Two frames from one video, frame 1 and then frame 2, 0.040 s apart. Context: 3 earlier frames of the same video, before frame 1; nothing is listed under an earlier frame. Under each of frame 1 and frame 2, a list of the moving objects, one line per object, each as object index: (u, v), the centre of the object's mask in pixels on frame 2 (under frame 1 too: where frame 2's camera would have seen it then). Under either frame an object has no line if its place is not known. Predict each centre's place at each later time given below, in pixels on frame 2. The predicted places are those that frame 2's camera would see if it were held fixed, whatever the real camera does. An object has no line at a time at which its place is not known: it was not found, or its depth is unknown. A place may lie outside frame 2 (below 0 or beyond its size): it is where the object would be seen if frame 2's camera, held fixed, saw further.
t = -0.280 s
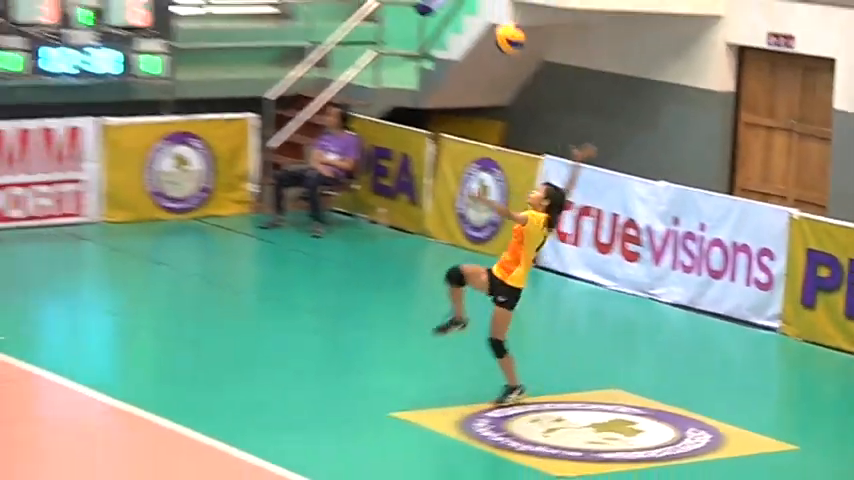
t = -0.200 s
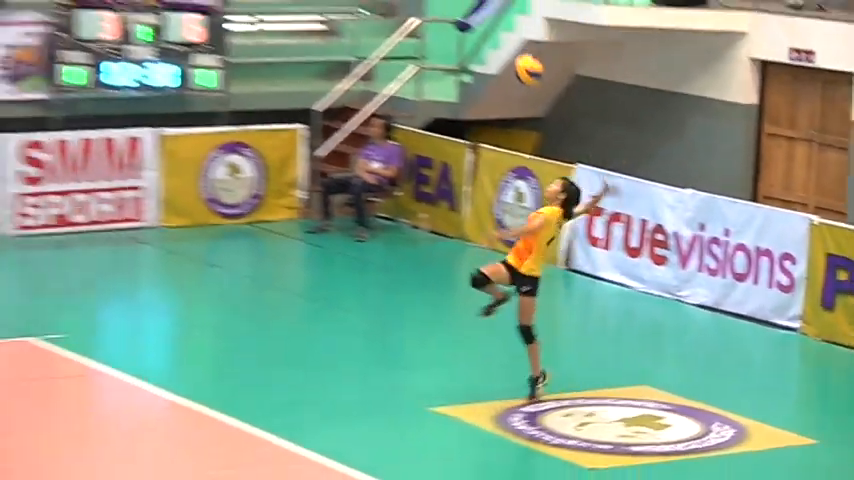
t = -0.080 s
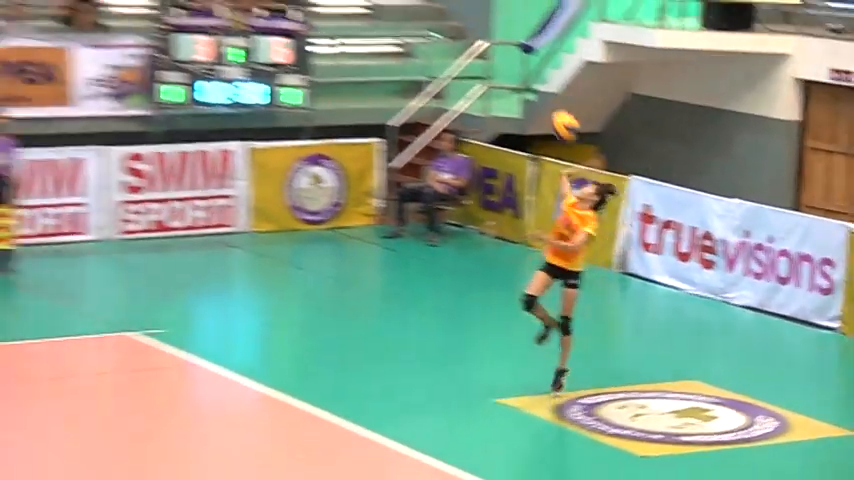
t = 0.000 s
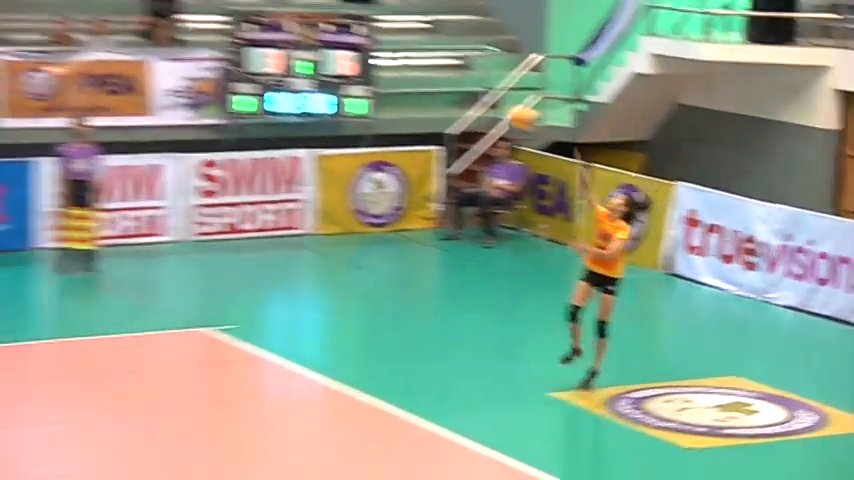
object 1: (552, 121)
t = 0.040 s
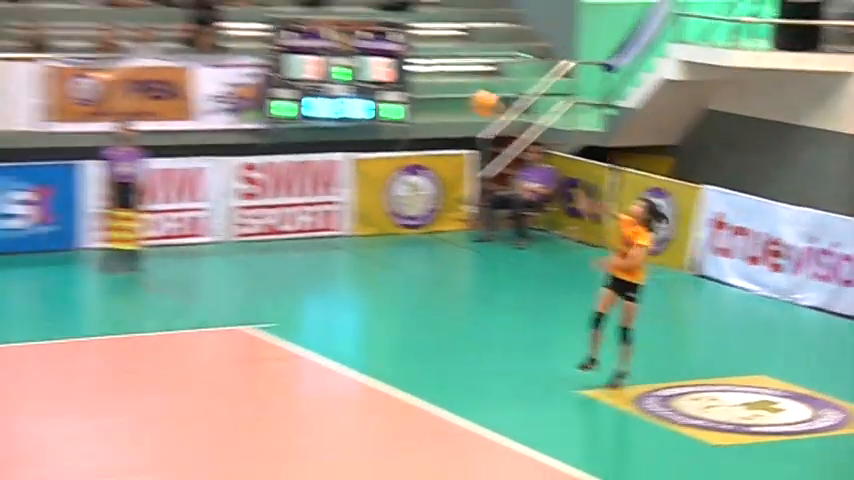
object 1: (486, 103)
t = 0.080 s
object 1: (419, 86)
